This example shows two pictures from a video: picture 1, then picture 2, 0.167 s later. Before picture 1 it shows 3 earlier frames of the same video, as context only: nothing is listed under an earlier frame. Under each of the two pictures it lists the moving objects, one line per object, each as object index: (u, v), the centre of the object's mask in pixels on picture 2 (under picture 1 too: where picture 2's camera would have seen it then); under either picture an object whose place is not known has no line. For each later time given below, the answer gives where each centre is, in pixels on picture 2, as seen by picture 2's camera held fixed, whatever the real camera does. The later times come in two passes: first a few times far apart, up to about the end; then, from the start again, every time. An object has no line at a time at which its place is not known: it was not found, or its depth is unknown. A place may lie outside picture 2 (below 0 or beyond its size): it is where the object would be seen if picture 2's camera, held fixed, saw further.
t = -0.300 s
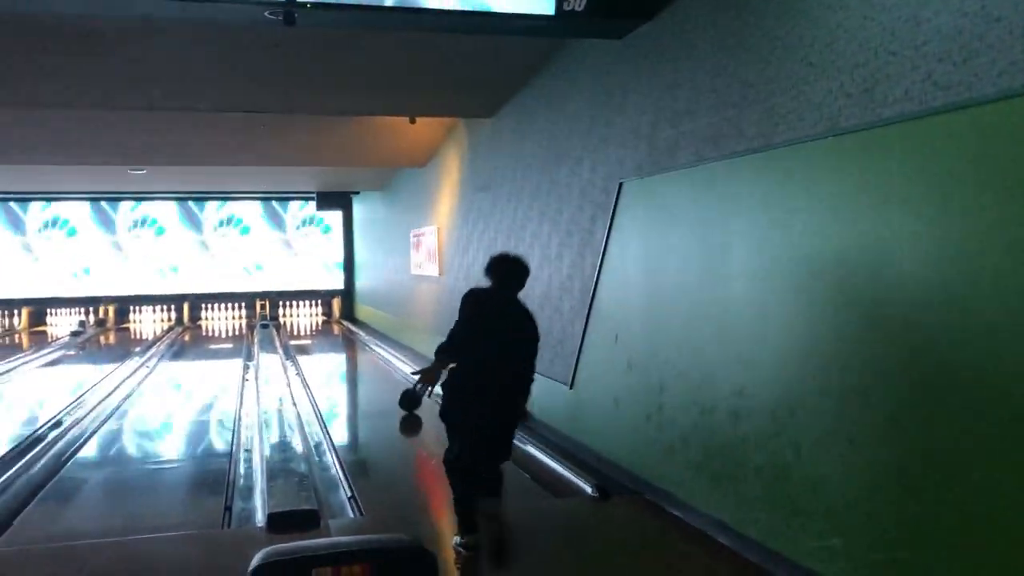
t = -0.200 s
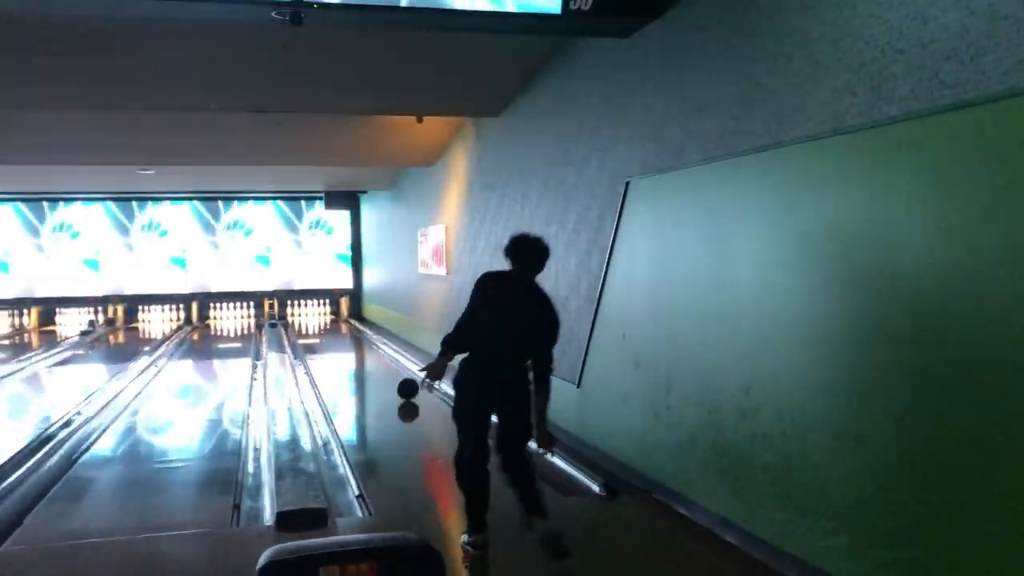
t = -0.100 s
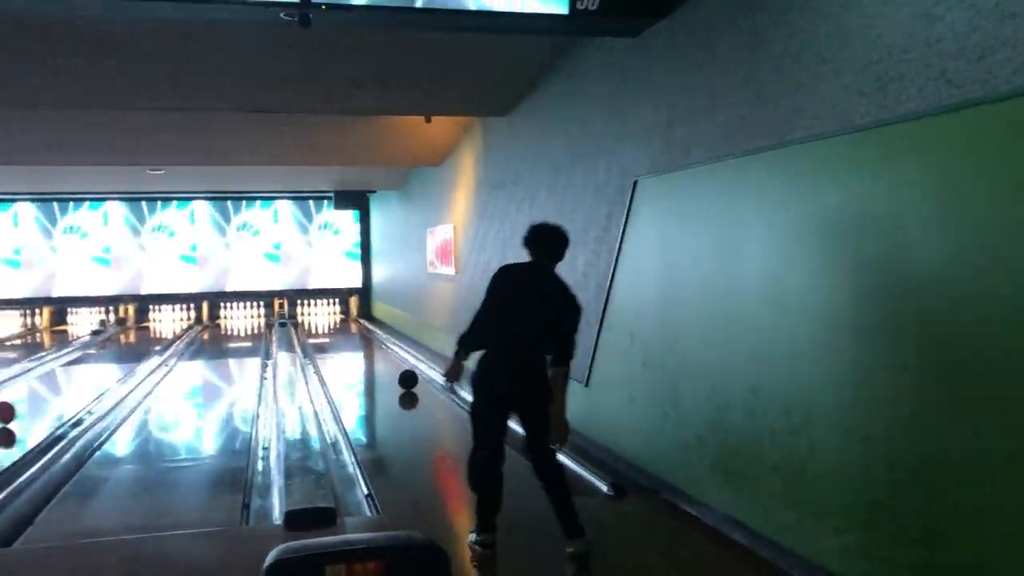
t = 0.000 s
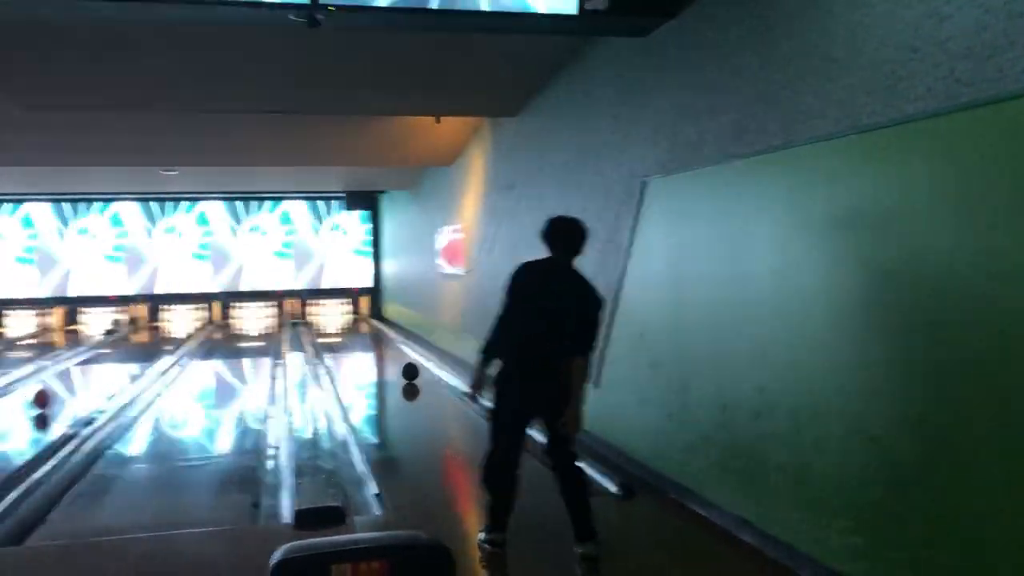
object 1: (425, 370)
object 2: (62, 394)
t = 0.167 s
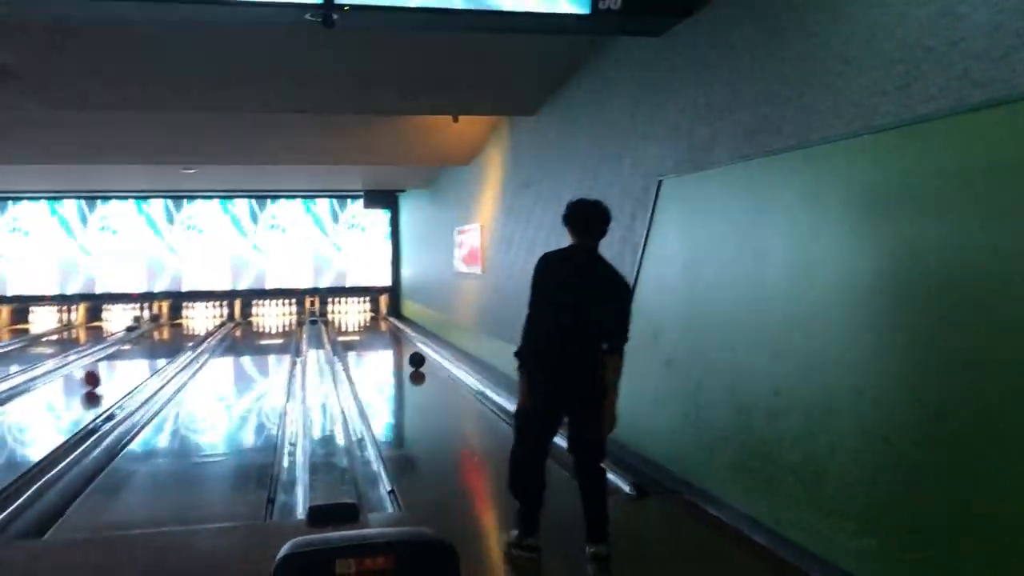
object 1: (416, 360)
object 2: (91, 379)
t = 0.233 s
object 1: (414, 356)
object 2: (102, 374)
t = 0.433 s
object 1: (405, 348)
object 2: (128, 361)
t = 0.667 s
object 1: (396, 339)
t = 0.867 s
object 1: (390, 333)
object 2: (167, 342)
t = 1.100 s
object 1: (382, 328)
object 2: (180, 334)
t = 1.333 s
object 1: (377, 324)
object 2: (191, 328)
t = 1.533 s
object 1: (373, 322)
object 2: (197, 323)
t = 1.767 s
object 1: (362, 317)
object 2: (203, 318)
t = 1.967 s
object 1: (356, 313)
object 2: (207, 315)
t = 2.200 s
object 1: (351, 311)
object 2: (223, 313)
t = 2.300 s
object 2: (225, 313)
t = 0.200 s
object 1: (415, 358)
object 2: (97, 376)
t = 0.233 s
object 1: (414, 356)
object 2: (102, 374)
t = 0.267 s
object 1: (412, 355)
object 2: (106, 371)
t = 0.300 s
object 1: (410, 353)
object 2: (110, 370)
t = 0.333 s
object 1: (409, 352)
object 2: (116, 367)
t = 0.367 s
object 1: (407, 350)
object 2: (120, 365)
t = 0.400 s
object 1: (406, 349)
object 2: (124, 363)
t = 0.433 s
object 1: (405, 348)
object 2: (128, 361)
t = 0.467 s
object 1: (404, 346)
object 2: (132, 359)
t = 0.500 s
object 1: (402, 345)
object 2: (135, 357)
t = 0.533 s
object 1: (401, 344)
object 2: (138, 356)
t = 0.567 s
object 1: (399, 343)
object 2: (142, 354)
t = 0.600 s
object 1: (398, 341)
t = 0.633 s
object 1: (397, 341)
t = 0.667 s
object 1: (396, 339)
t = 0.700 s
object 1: (395, 338)
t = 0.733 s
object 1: (393, 337)
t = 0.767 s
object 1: (393, 336)
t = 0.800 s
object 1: (392, 335)
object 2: (162, 344)
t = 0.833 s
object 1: (390, 334)
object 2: (164, 343)
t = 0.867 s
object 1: (390, 333)
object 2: (167, 342)
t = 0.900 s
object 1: (389, 332)
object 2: (170, 340)
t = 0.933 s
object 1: (387, 332)
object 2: (171, 339)
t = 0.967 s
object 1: (386, 331)
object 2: (174, 338)
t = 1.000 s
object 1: (386, 330)
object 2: (176, 336)
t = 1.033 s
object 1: (385, 329)
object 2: (178, 335)
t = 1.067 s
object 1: (383, 329)
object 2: (179, 334)
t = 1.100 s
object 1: (382, 328)
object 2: (180, 334)
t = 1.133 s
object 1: (381, 327)
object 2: (182, 332)
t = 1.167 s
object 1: (380, 326)
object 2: (184, 331)
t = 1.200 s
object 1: (379, 325)
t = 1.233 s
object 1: (378, 325)
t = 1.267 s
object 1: (378, 324)
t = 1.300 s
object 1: (378, 324)
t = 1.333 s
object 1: (377, 324)
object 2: (191, 328)
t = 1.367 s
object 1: (377, 323)
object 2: (192, 327)
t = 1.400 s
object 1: (377, 323)
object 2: (193, 327)
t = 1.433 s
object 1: (375, 323)
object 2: (194, 326)
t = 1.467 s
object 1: (373, 322)
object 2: (195, 325)
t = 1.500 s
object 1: (373, 322)
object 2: (196, 324)
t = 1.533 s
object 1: (373, 322)
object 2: (197, 323)
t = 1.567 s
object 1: (372, 321)
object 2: (198, 322)
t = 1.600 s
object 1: (371, 323)
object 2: (199, 322)
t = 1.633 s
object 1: (369, 319)
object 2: (200, 321)
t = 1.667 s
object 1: (365, 318)
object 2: (201, 320)
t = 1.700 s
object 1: (364, 317)
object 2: (202, 319)
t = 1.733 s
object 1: (363, 318)
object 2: (203, 319)
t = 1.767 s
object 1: (362, 317)
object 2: (203, 318)
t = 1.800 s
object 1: (361, 316)
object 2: (203, 318)
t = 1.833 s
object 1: (360, 315)
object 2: (204, 317)
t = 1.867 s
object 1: (359, 315)
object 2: (206, 318)
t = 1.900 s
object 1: (358, 314)
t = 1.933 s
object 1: (357, 313)
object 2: (207, 316)
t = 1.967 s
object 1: (356, 313)
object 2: (207, 315)
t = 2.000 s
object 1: (355, 312)
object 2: (209, 314)
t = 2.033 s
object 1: (354, 312)
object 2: (211, 313)
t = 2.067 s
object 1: (354, 313)
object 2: (213, 313)
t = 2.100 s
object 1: (354, 312)
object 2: (215, 314)
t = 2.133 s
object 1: (353, 312)
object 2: (218, 314)
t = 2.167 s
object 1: (350, 312)
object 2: (219, 313)
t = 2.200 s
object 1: (351, 311)
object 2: (223, 313)
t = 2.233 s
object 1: (350, 311)
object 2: (224, 313)
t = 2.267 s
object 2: (225, 313)
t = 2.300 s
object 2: (225, 313)
